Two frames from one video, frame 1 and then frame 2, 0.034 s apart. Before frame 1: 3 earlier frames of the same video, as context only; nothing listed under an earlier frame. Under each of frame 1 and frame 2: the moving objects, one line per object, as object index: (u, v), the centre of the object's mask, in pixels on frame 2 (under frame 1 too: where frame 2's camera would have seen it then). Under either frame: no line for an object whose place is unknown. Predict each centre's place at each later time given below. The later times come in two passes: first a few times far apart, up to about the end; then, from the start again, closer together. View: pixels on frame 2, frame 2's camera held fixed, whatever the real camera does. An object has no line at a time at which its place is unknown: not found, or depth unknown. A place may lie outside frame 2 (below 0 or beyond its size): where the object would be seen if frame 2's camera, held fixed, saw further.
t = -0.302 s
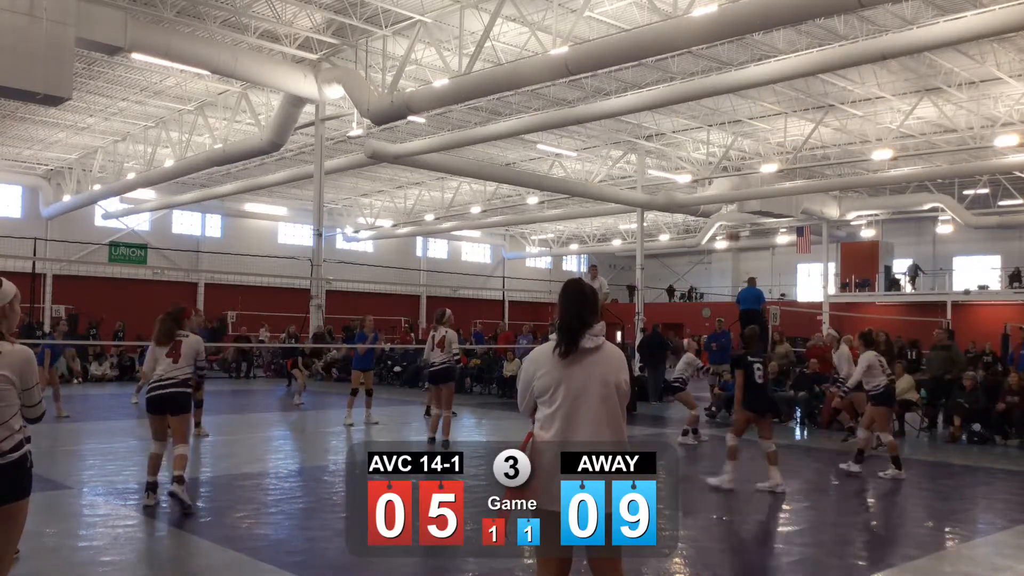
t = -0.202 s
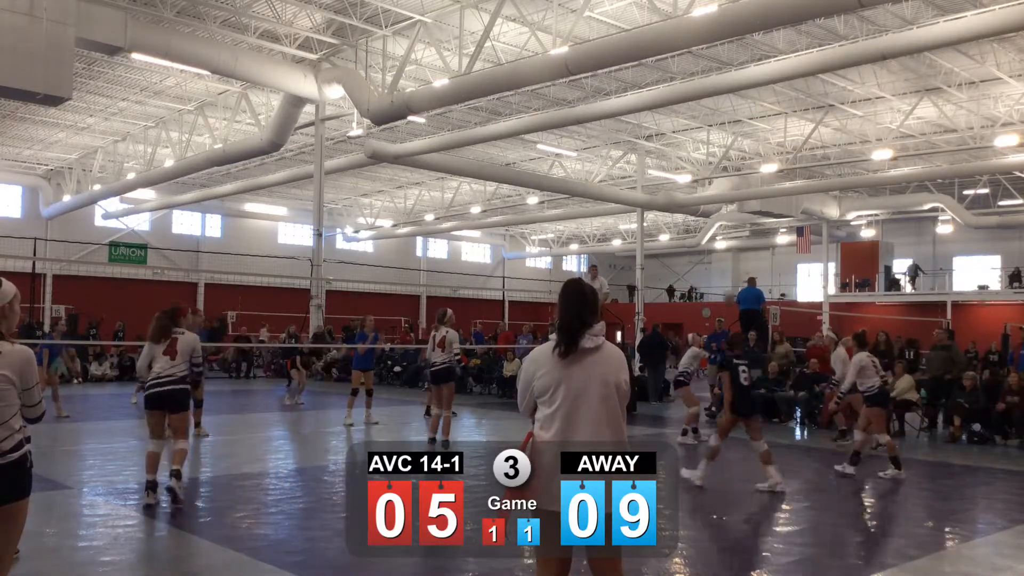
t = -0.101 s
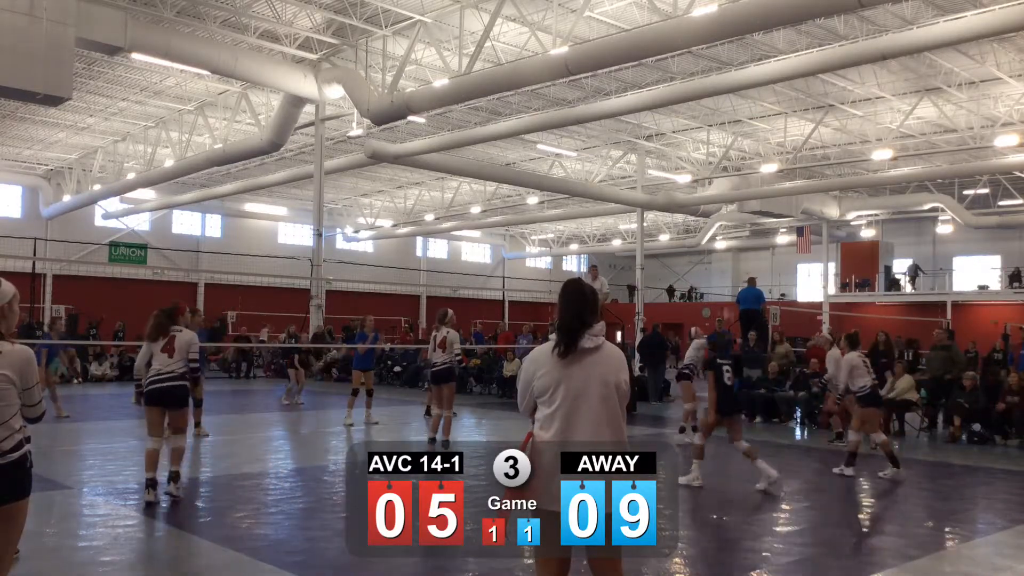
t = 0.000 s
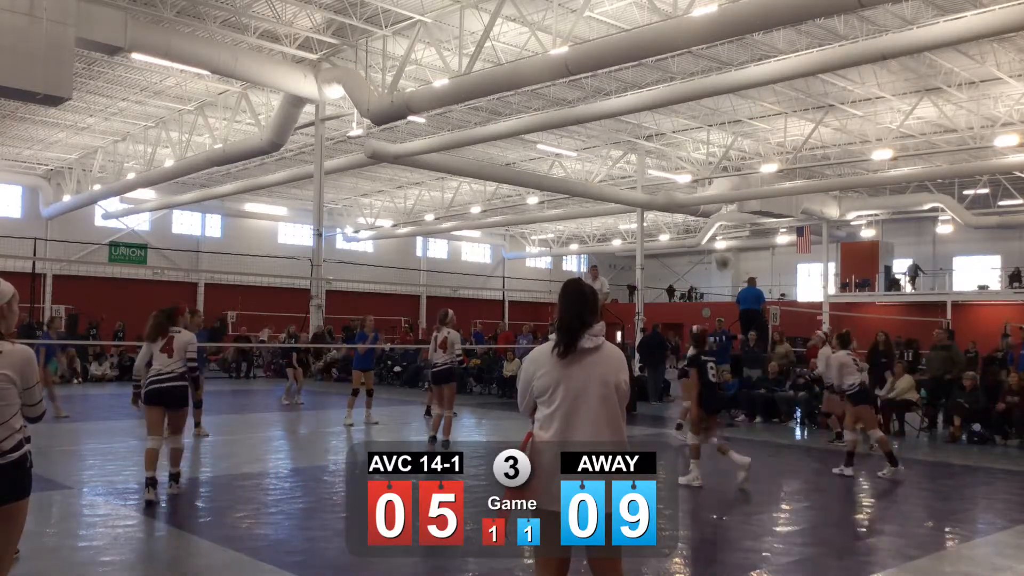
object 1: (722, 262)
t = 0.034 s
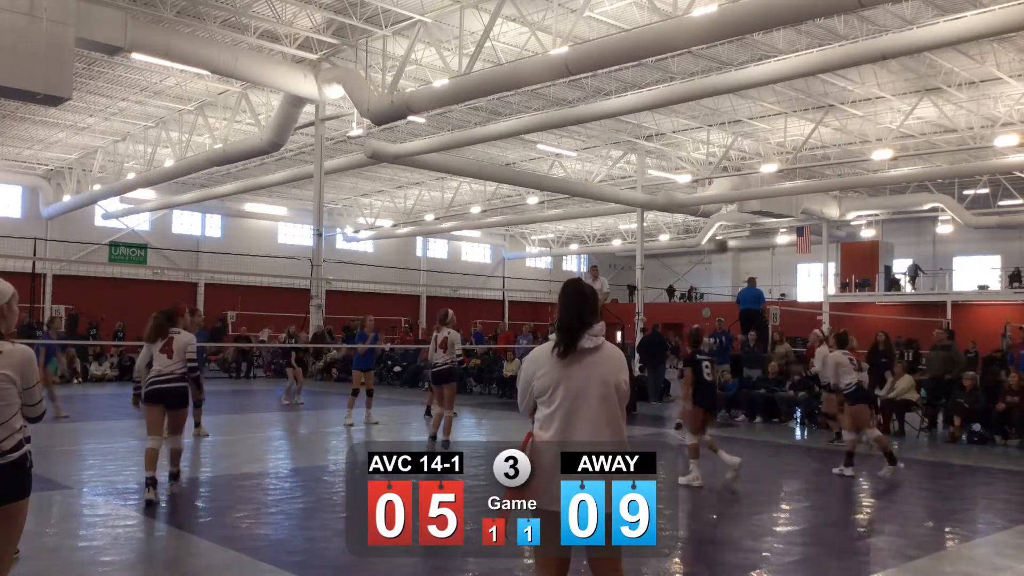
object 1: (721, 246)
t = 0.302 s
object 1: (711, 139)
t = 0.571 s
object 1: (701, 85)
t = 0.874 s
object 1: (689, 82)
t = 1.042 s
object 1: (681, 106)
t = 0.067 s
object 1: (721, 229)
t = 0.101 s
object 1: (719, 213)
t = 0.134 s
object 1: (717, 199)
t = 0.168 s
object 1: (716, 185)
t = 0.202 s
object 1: (715, 173)
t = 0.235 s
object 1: (714, 161)
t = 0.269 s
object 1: (713, 150)
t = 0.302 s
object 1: (711, 139)
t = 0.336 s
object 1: (710, 130)
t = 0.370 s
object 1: (709, 121)
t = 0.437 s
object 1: (706, 107)
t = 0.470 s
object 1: (705, 101)
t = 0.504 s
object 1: (703, 94)
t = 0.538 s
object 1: (702, 90)
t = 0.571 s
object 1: (701, 85)
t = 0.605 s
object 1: (699, 82)
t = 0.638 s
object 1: (698, 80)
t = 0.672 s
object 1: (697, 78)
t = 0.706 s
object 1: (695, 77)
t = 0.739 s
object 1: (694, 76)
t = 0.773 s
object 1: (693, 77)
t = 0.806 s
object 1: (692, 77)
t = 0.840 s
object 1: (690, 79)
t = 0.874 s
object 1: (689, 82)
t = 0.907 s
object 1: (687, 85)
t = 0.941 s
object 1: (686, 89)
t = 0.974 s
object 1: (684, 94)
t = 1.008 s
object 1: (684, 100)
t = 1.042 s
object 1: (681, 106)
